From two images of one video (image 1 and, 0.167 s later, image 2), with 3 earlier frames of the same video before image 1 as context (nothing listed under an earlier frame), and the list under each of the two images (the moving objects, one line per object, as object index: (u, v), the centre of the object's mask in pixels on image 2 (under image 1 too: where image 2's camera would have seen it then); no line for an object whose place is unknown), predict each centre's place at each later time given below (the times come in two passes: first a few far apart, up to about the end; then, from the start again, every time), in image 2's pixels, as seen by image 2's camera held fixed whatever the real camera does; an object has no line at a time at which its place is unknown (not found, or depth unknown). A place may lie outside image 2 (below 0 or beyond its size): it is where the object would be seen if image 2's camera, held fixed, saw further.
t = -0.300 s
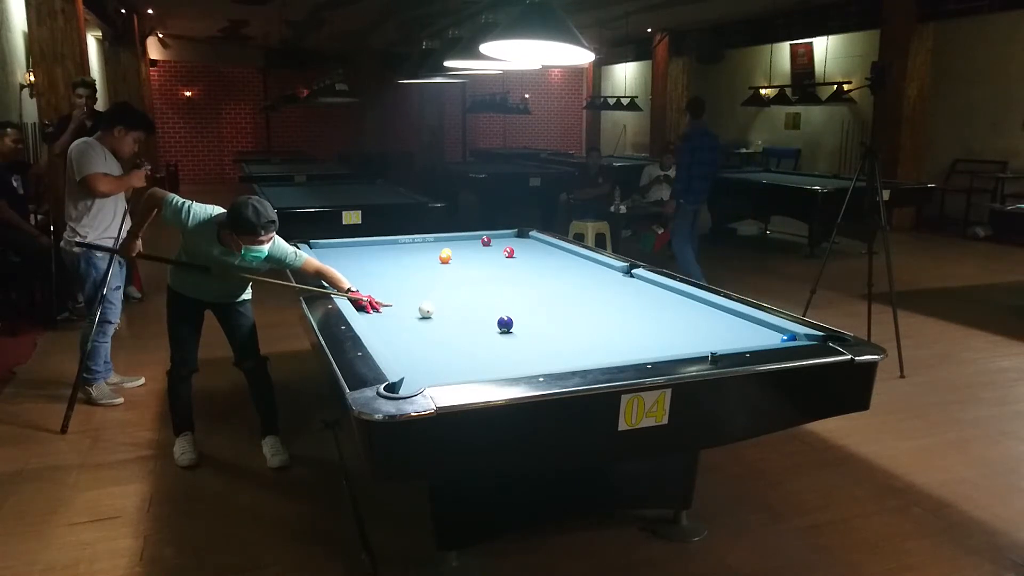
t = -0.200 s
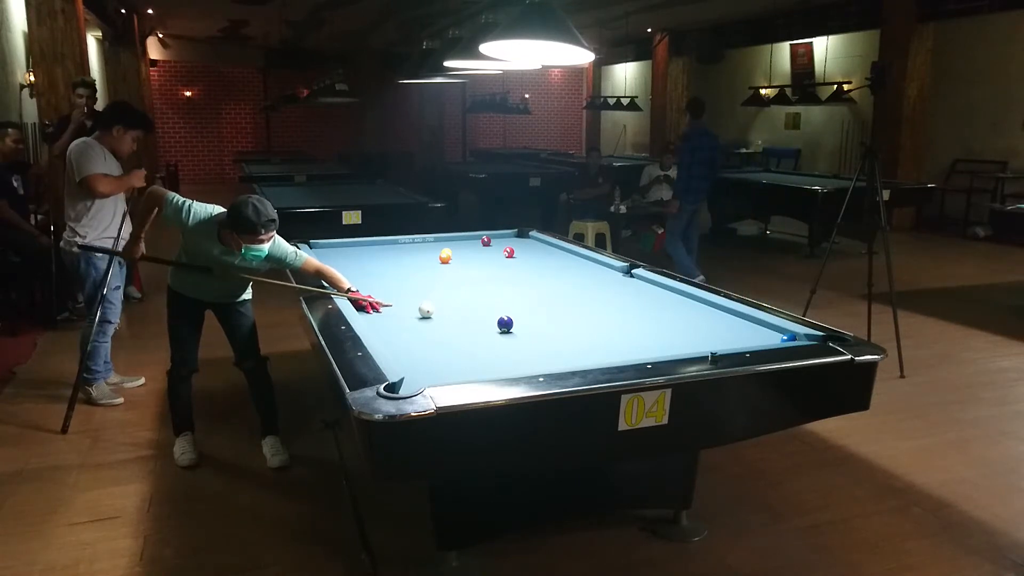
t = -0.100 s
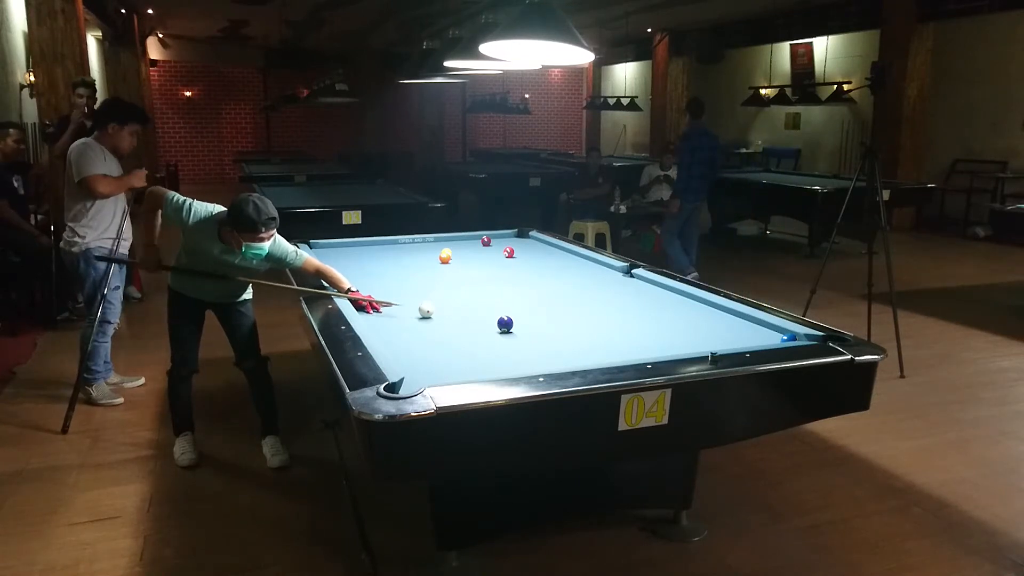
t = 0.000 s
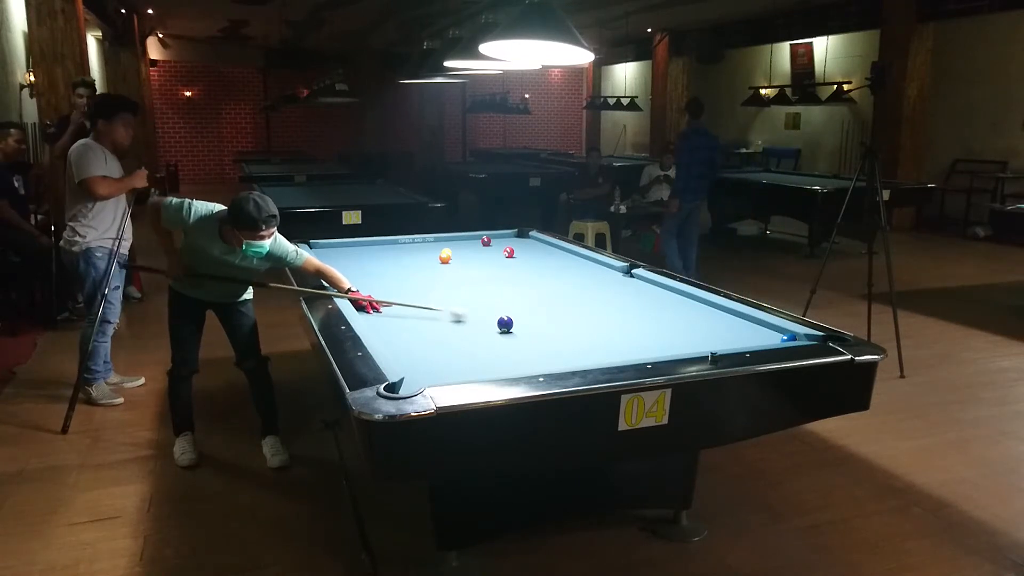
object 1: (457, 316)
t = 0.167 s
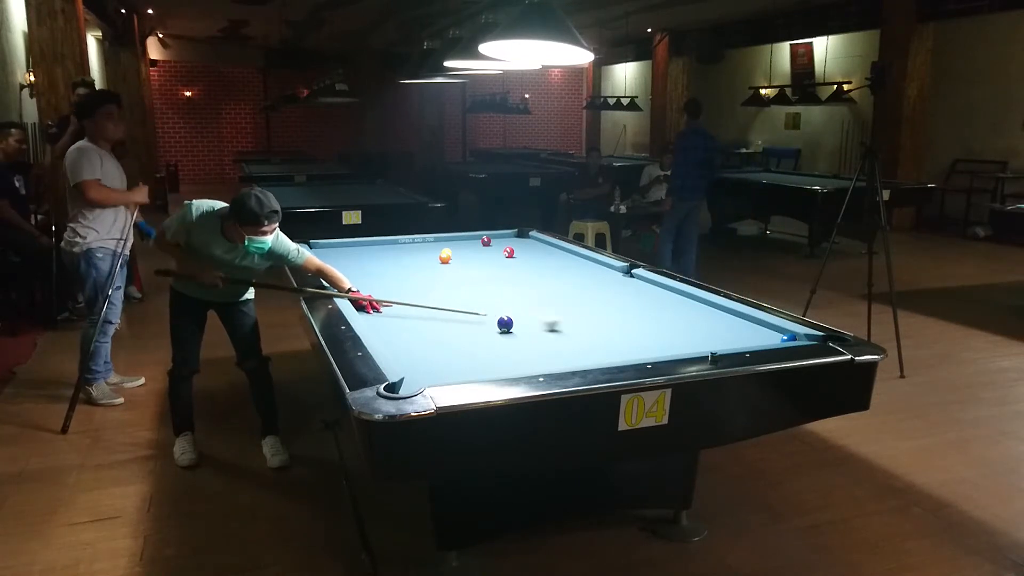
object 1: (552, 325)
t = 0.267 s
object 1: (607, 328)
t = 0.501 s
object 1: (747, 339)
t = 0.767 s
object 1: (773, 334)
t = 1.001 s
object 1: (757, 327)
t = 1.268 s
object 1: (724, 322)
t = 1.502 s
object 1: (698, 318)
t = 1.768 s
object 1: (671, 314)
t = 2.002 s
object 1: (650, 311)
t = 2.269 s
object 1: (628, 308)
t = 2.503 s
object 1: (611, 305)
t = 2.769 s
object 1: (594, 303)
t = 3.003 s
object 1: (580, 300)
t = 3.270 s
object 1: (567, 298)
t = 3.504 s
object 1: (556, 297)
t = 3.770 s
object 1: (545, 295)
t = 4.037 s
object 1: (536, 293)
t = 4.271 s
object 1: (529, 292)
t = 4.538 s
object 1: (523, 291)
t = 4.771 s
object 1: (518, 290)
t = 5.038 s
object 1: (514, 290)
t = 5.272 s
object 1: (511, 289)
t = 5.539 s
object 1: (509, 289)
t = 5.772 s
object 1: (508, 288)
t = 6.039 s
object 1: (508, 288)
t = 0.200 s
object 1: (570, 326)
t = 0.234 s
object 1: (589, 328)
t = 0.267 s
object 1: (607, 328)
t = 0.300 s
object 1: (626, 330)
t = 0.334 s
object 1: (646, 331)
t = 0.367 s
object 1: (666, 334)
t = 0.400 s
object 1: (686, 335)
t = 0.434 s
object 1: (705, 336)
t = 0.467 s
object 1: (727, 338)
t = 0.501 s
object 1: (747, 339)
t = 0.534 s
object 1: (767, 339)
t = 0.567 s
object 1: (772, 340)
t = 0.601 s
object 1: (770, 339)
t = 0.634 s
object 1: (769, 338)
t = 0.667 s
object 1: (769, 337)
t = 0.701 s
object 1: (770, 336)
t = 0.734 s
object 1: (771, 335)
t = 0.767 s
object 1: (773, 334)
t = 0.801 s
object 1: (774, 333)
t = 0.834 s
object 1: (775, 331)
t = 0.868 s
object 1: (775, 330)
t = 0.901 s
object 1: (770, 329)
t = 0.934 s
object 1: (766, 328)
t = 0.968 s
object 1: (761, 328)
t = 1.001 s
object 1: (757, 327)
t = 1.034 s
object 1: (753, 326)
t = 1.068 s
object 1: (749, 326)
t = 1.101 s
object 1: (744, 325)
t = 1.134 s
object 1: (740, 324)
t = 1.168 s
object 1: (736, 324)
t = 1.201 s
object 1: (732, 323)
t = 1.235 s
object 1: (728, 323)
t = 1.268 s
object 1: (724, 322)
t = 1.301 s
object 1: (720, 322)
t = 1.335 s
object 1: (716, 321)
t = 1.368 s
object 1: (713, 321)
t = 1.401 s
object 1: (709, 320)
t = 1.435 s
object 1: (705, 319)
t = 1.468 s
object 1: (702, 319)
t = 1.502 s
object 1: (698, 318)
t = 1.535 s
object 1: (695, 317)
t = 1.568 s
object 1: (691, 317)
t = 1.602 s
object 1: (688, 317)
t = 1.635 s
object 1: (684, 316)
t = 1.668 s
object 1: (681, 315)
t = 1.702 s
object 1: (678, 315)
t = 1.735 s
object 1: (674, 315)
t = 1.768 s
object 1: (671, 314)
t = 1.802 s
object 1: (668, 314)
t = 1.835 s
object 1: (665, 313)
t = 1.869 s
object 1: (662, 313)
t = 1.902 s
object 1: (658, 312)
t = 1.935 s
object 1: (656, 312)
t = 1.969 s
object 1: (653, 311)
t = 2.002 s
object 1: (650, 311)
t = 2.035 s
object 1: (647, 311)
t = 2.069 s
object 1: (645, 310)
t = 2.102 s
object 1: (642, 310)
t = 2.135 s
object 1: (639, 309)
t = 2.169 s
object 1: (636, 309)
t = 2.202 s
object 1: (633, 308)
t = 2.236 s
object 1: (631, 308)
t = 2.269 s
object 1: (628, 308)
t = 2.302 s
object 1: (626, 307)
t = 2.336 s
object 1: (623, 307)
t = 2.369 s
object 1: (621, 307)
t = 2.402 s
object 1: (618, 306)
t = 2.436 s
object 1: (616, 306)
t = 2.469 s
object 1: (614, 305)
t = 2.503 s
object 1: (611, 305)
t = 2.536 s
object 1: (610, 305)
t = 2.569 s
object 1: (607, 305)
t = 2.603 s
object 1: (605, 304)
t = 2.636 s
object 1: (603, 304)
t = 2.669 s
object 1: (600, 303)
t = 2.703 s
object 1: (598, 303)
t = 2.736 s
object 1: (596, 303)
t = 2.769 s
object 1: (594, 303)
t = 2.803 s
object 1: (592, 302)
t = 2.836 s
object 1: (590, 302)
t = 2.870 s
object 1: (588, 301)
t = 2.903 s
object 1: (586, 301)
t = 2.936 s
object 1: (584, 301)
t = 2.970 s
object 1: (582, 301)
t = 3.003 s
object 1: (580, 300)
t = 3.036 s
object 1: (579, 300)
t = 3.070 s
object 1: (577, 300)
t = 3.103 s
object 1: (575, 299)
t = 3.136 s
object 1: (573, 299)
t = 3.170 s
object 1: (572, 299)
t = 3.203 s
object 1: (570, 299)
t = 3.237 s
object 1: (569, 299)
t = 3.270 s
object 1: (567, 298)
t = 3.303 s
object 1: (565, 298)
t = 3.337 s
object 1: (564, 298)
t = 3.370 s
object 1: (562, 297)
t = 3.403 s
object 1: (560, 297)
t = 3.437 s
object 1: (559, 297)
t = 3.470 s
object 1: (557, 297)
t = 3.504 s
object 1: (556, 297)
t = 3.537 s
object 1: (554, 296)
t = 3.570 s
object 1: (553, 296)
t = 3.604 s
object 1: (552, 296)
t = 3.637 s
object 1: (550, 296)
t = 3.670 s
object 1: (549, 296)
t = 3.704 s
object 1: (548, 295)
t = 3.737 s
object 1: (547, 295)
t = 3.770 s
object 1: (545, 295)
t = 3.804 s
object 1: (544, 295)
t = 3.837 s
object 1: (543, 295)
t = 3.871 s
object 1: (542, 295)
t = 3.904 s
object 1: (540, 294)
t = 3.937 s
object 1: (539, 294)
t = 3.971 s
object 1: (538, 294)
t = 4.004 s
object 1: (537, 293)
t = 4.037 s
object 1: (536, 293)
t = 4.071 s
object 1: (535, 293)
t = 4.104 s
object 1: (534, 293)
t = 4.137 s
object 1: (533, 293)
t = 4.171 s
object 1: (532, 293)
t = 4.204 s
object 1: (531, 293)
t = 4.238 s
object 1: (530, 292)
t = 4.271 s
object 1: (529, 292)
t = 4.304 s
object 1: (528, 292)
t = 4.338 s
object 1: (527, 292)
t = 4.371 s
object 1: (527, 292)
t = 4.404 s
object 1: (526, 292)
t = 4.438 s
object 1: (525, 292)
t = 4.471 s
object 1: (524, 292)
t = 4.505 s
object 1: (523, 292)
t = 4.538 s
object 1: (523, 291)
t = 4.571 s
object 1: (522, 291)
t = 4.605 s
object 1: (521, 291)
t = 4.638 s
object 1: (521, 291)
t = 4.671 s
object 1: (520, 291)
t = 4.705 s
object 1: (519, 291)
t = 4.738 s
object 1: (518, 290)
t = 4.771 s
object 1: (518, 290)
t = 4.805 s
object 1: (517, 290)
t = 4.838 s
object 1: (517, 290)
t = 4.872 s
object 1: (516, 290)
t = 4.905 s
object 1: (516, 290)
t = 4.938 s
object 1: (515, 290)
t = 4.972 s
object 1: (515, 290)
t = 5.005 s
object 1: (514, 290)
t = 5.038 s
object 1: (514, 290)
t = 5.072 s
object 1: (513, 290)
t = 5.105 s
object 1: (513, 290)
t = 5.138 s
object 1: (513, 290)
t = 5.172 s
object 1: (512, 289)
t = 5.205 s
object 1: (512, 289)
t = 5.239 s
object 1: (511, 289)
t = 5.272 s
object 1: (511, 289)
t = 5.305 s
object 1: (510, 289)
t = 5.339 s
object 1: (511, 289)
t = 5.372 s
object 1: (510, 289)
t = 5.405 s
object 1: (510, 289)
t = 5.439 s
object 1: (510, 289)
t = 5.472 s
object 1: (510, 289)
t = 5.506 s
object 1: (510, 289)
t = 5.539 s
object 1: (509, 289)
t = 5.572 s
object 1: (509, 288)
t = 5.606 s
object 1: (509, 288)
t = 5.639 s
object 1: (509, 288)
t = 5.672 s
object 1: (509, 289)
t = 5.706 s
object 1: (509, 288)
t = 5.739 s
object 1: (508, 288)
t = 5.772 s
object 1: (508, 288)
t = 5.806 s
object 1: (508, 288)
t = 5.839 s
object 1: (508, 288)
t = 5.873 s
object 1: (508, 288)
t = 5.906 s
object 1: (508, 288)
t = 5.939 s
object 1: (508, 288)
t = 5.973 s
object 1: (508, 288)
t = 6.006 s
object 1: (508, 289)
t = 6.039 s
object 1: (508, 288)
